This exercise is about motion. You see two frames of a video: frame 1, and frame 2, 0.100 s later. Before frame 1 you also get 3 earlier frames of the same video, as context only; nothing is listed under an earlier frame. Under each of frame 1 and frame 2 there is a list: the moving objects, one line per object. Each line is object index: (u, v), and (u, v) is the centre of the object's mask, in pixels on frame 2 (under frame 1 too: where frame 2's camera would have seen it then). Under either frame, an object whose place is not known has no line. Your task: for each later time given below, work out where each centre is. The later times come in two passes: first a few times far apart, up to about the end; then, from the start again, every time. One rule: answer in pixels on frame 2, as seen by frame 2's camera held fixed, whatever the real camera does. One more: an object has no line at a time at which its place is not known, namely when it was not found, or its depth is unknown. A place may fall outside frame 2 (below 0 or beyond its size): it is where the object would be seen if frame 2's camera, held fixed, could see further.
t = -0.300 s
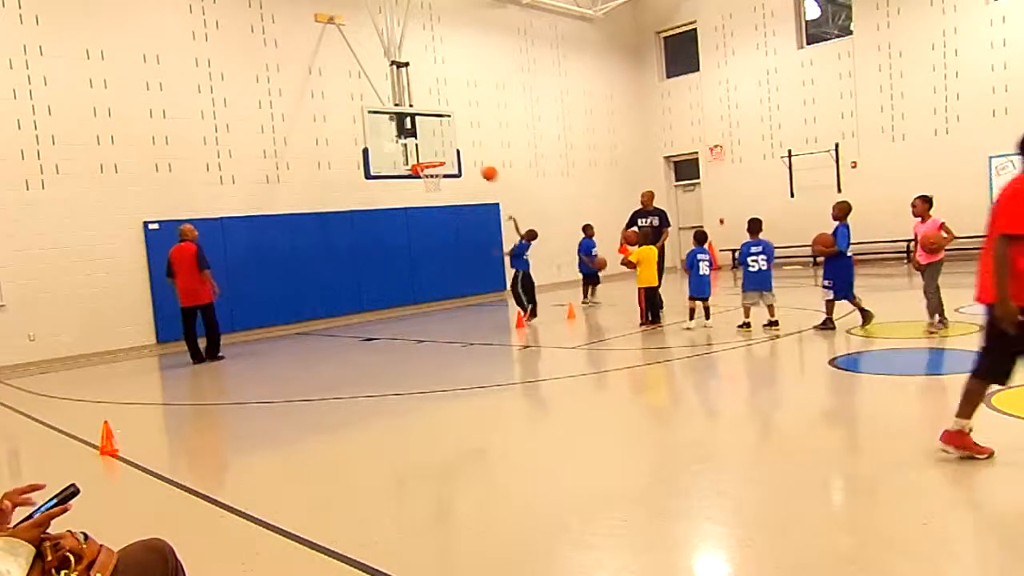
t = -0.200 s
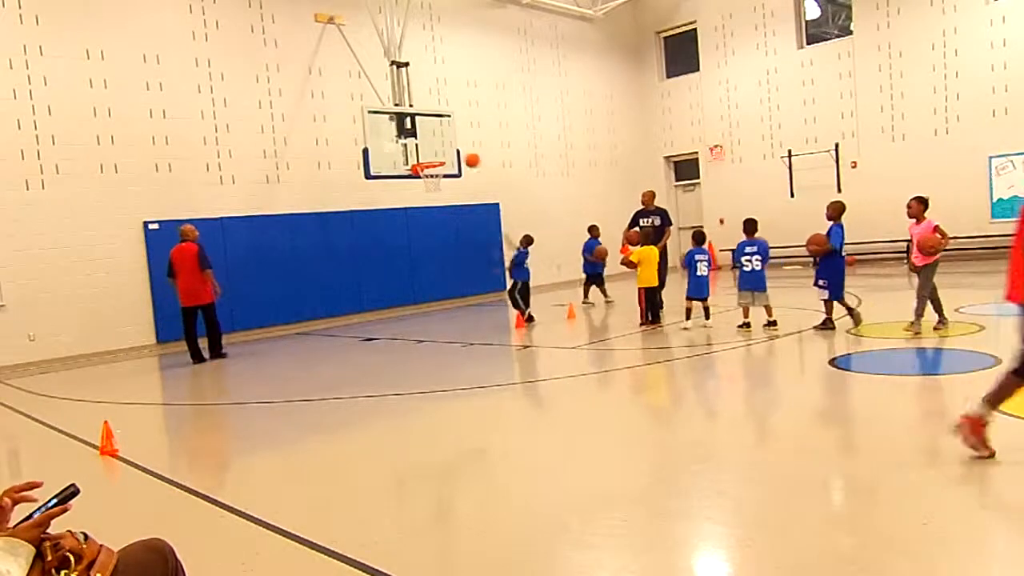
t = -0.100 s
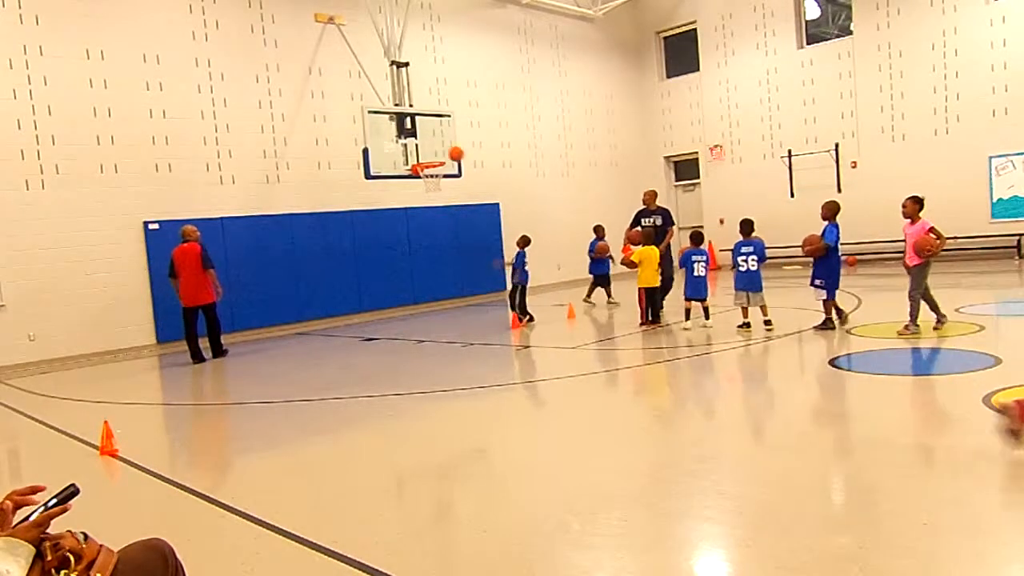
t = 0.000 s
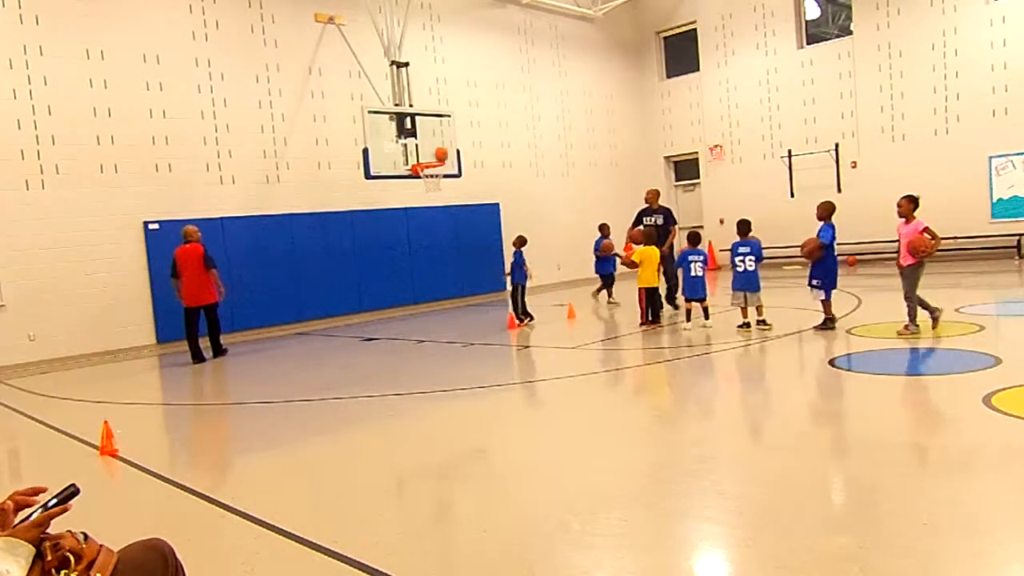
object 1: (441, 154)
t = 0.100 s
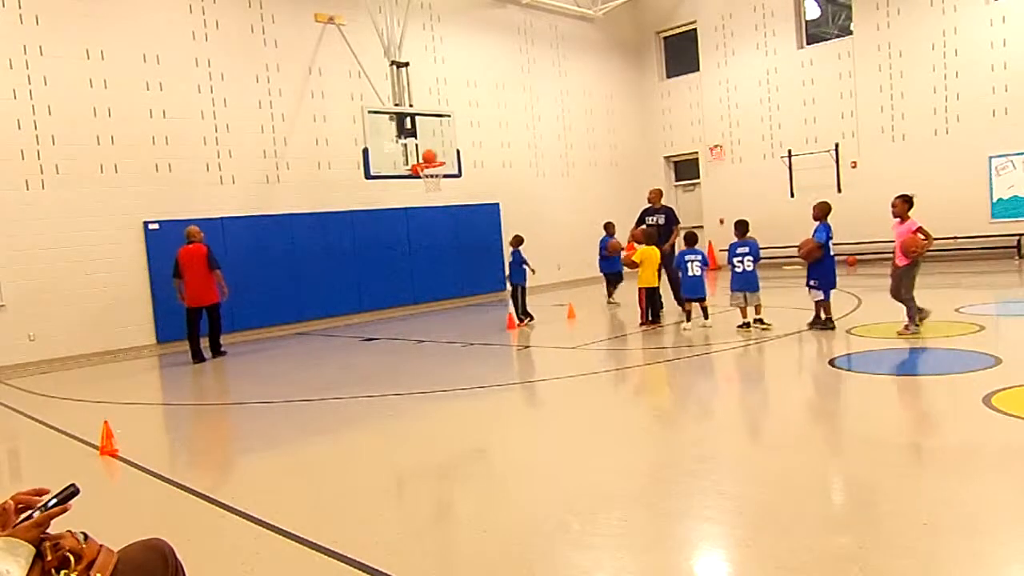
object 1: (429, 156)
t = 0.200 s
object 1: (422, 154)
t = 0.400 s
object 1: (410, 170)
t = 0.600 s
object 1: (399, 213)
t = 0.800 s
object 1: (391, 285)
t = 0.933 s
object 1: (386, 314)
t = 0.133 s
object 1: (427, 155)
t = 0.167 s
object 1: (425, 154)
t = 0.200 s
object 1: (422, 154)
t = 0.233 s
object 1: (419, 154)
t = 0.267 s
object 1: (417, 156)
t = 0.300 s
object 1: (416, 158)
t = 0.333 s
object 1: (414, 160)
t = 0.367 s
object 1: (411, 164)
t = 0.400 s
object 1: (410, 170)
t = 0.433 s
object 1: (408, 174)
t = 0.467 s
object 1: (406, 180)
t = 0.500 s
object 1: (403, 188)
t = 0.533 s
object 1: (402, 195)
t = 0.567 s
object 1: (400, 203)
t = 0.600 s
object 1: (399, 213)
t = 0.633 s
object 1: (398, 222)
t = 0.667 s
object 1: (396, 233)
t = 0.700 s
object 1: (395, 245)
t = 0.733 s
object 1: (393, 258)
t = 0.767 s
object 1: (392, 271)
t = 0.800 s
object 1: (391, 285)
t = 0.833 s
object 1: (390, 298)
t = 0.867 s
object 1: (388, 314)
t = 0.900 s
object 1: (389, 328)
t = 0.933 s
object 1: (386, 314)
